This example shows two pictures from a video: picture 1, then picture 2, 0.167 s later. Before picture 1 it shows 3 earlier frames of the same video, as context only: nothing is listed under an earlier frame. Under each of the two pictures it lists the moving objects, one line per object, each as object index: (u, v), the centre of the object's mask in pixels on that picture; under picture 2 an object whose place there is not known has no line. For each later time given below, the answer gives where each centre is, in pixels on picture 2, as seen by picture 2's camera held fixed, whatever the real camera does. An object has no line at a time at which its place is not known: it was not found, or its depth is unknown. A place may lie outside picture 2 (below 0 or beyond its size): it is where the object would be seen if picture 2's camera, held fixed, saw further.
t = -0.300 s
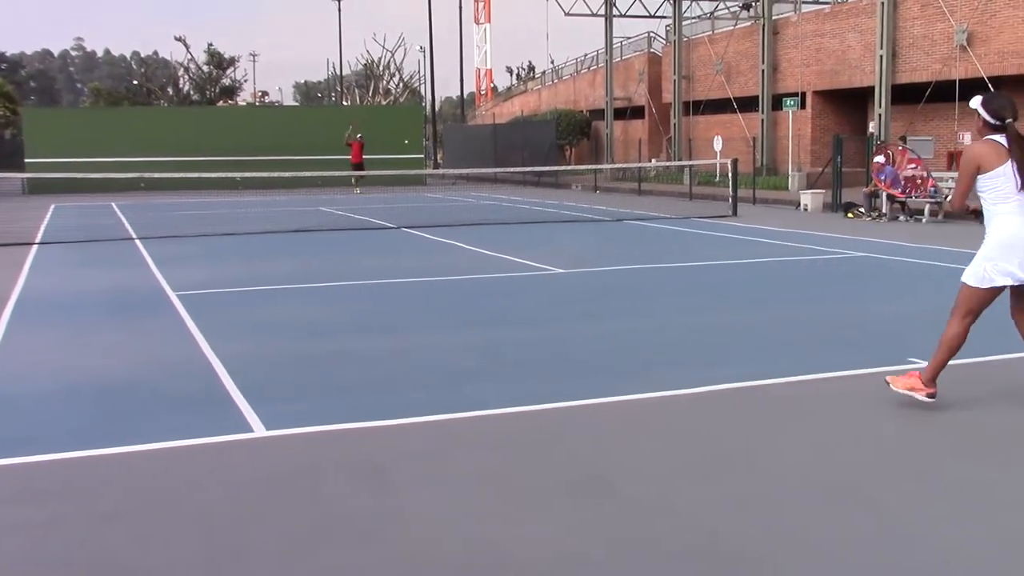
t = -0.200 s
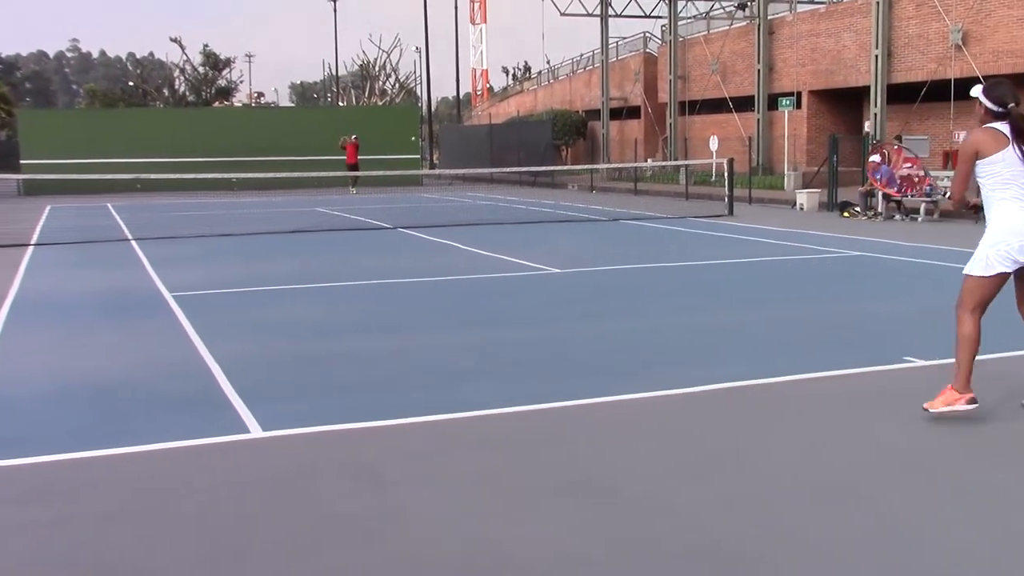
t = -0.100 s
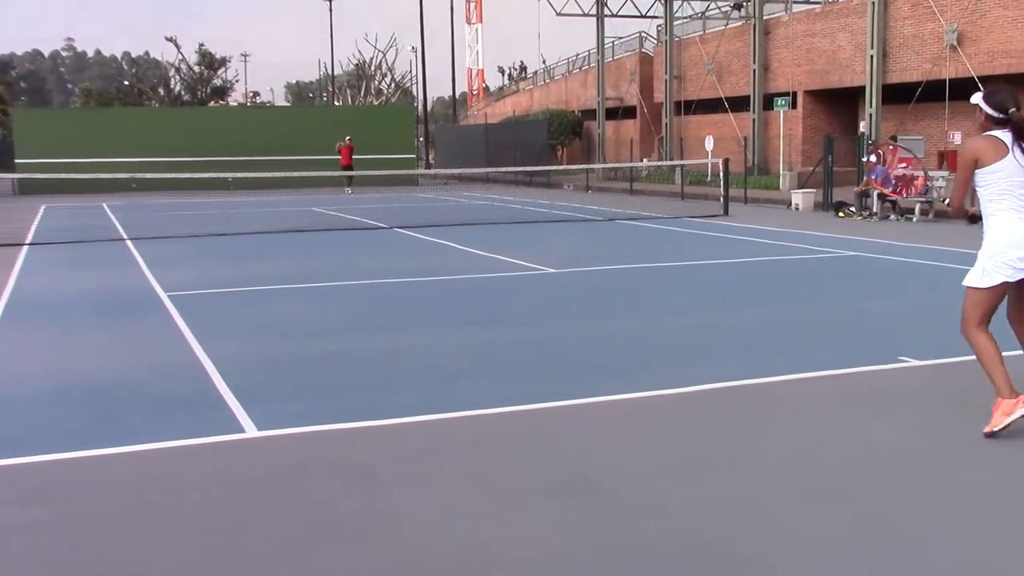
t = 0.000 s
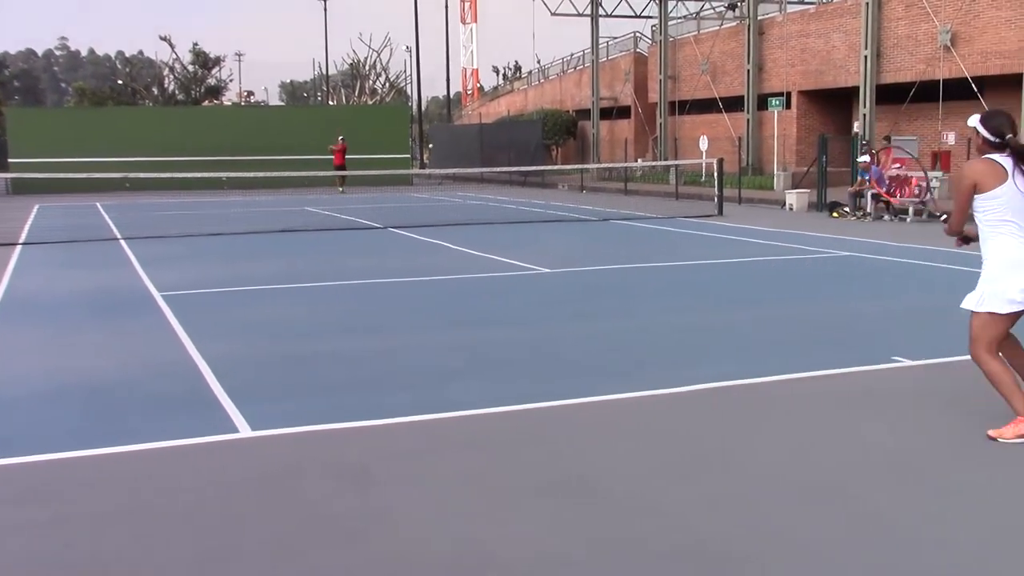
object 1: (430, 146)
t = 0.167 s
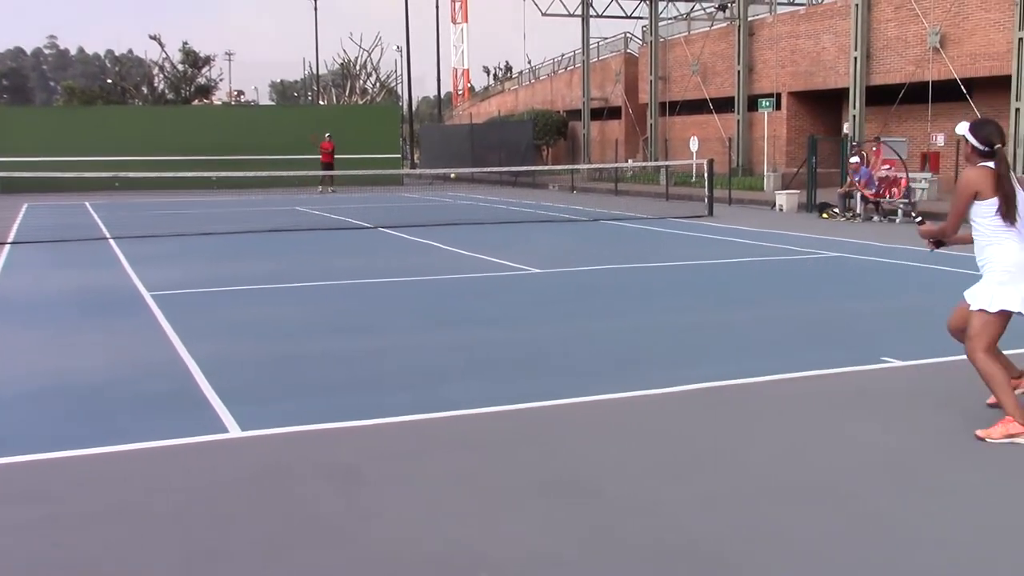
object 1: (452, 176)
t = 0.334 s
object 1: (496, 238)
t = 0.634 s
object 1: (565, 200)
